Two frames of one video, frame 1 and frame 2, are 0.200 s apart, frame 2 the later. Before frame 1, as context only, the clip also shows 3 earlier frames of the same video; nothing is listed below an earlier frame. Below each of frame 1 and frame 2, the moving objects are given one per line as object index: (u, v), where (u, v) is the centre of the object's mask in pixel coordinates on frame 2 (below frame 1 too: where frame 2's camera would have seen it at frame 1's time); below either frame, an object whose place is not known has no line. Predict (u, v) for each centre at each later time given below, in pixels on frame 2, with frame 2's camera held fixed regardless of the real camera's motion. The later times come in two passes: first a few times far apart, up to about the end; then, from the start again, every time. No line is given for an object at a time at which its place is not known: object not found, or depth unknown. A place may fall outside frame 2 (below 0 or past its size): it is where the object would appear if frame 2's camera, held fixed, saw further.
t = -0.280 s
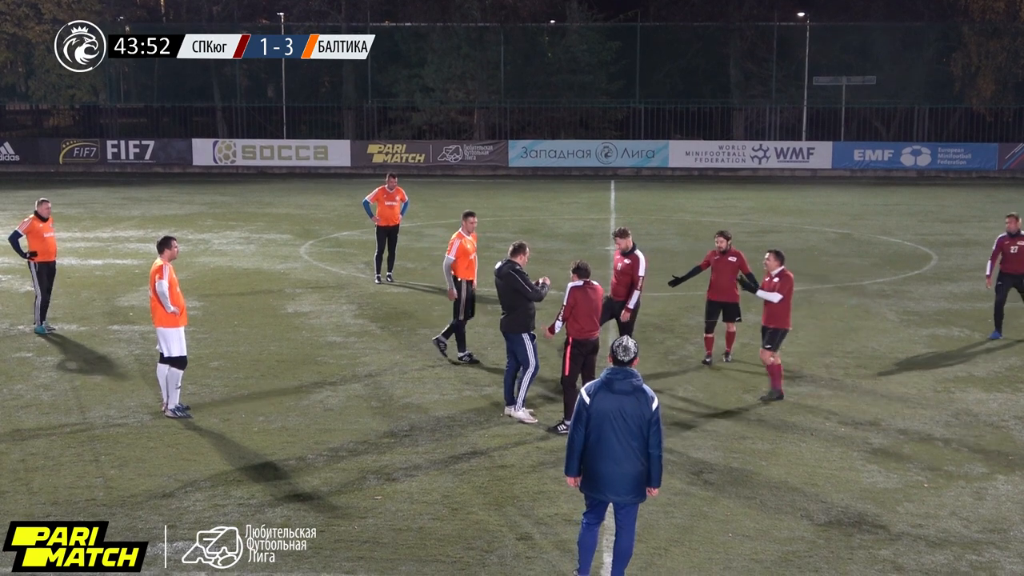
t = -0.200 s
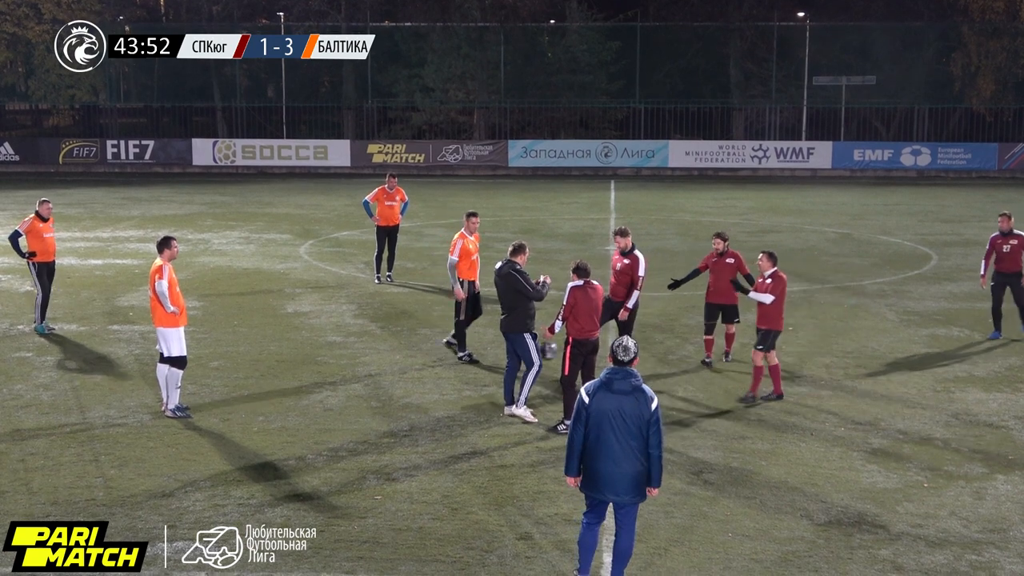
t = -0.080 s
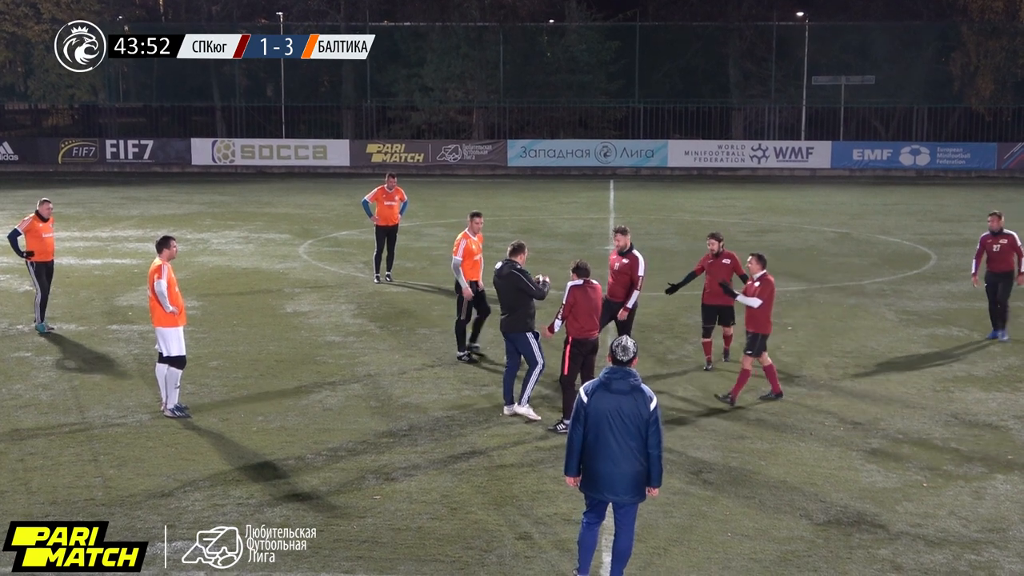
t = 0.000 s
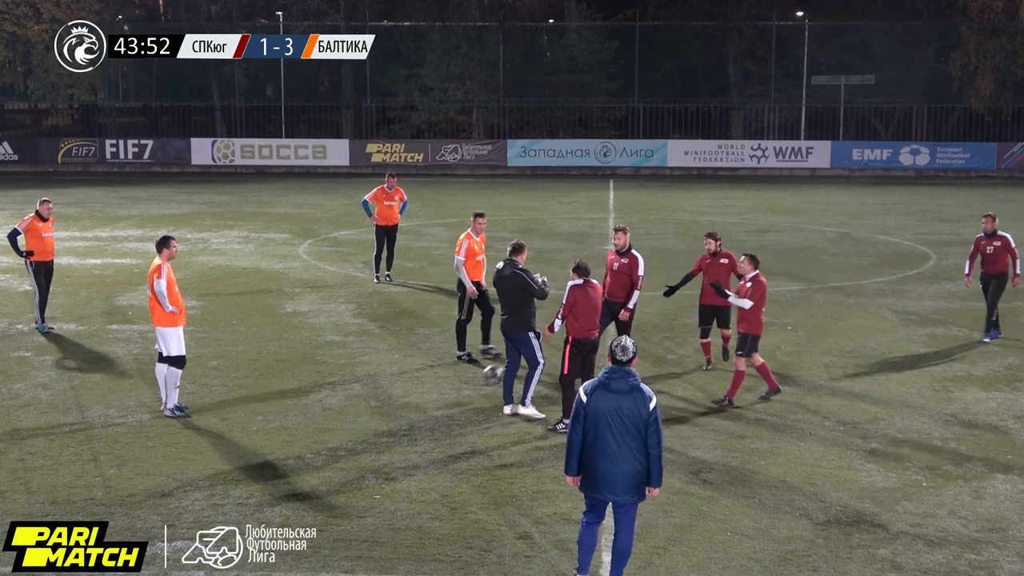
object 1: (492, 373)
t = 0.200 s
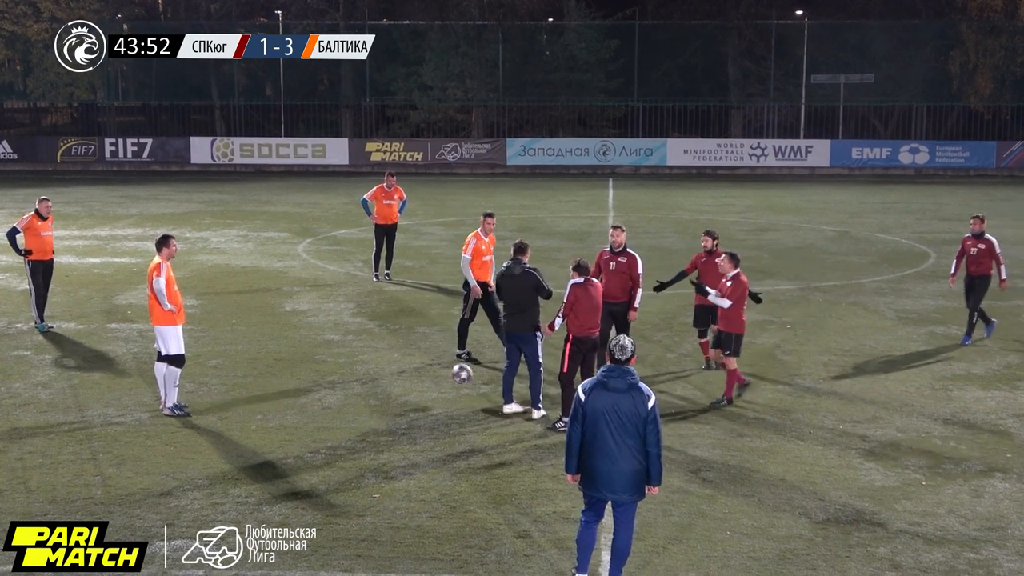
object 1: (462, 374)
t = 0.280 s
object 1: (455, 370)
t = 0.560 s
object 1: (429, 392)
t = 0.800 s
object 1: (404, 392)
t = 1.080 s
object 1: (374, 401)
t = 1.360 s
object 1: (343, 407)
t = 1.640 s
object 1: (315, 413)
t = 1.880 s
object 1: (291, 416)
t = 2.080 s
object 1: (272, 418)
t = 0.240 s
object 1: (458, 371)
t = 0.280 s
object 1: (455, 370)
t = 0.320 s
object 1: (451, 371)
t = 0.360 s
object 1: (447, 373)
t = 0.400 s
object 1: (444, 376)
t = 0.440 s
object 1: (440, 381)
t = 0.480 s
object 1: (437, 387)
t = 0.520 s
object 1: (433, 395)
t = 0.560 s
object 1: (429, 392)
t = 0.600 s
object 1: (425, 389)
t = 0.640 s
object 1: (420, 387)
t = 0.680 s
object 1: (417, 386)
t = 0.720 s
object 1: (412, 386)
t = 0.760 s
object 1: (408, 389)
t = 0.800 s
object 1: (404, 392)
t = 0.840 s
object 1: (399, 398)
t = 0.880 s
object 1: (395, 401)
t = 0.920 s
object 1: (390, 398)
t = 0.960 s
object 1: (386, 396)
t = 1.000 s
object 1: (382, 397)
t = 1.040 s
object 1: (378, 398)
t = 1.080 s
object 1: (374, 401)
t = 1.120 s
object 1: (370, 406)
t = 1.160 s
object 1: (365, 404)
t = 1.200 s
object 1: (361, 404)
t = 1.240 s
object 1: (357, 405)
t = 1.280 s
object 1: (352, 407)
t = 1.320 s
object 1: (348, 408)
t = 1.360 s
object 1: (343, 407)
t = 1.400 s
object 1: (340, 409)
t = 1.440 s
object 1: (335, 410)
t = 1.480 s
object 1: (331, 410)
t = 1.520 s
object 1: (327, 411)
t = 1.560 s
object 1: (323, 412)
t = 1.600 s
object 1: (318, 412)
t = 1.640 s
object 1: (315, 413)
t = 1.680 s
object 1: (311, 414)
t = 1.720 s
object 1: (307, 414)
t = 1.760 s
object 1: (303, 414)
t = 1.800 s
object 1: (299, 415)
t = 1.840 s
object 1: (295, 416)
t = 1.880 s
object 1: (291, 416)
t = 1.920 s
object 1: (287, 417)
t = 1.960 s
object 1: (283, 417)
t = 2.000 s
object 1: (280, 417)
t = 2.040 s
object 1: (276, 418)
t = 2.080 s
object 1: (272, 418)
